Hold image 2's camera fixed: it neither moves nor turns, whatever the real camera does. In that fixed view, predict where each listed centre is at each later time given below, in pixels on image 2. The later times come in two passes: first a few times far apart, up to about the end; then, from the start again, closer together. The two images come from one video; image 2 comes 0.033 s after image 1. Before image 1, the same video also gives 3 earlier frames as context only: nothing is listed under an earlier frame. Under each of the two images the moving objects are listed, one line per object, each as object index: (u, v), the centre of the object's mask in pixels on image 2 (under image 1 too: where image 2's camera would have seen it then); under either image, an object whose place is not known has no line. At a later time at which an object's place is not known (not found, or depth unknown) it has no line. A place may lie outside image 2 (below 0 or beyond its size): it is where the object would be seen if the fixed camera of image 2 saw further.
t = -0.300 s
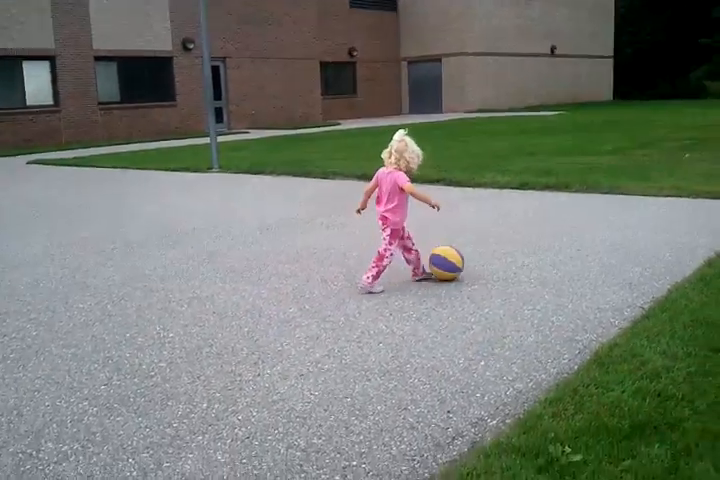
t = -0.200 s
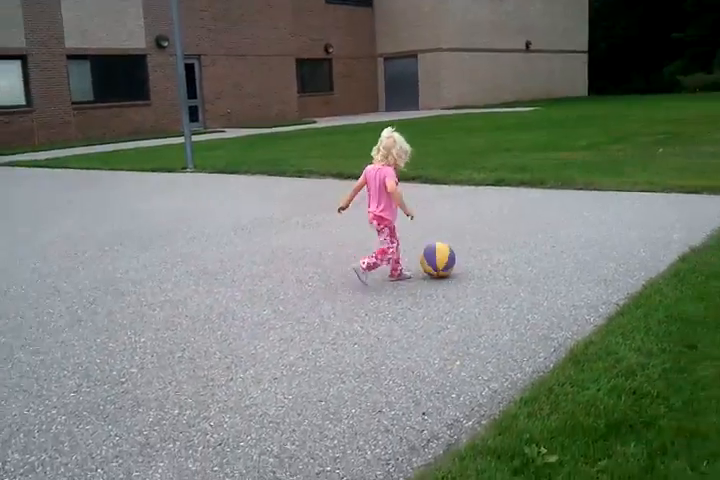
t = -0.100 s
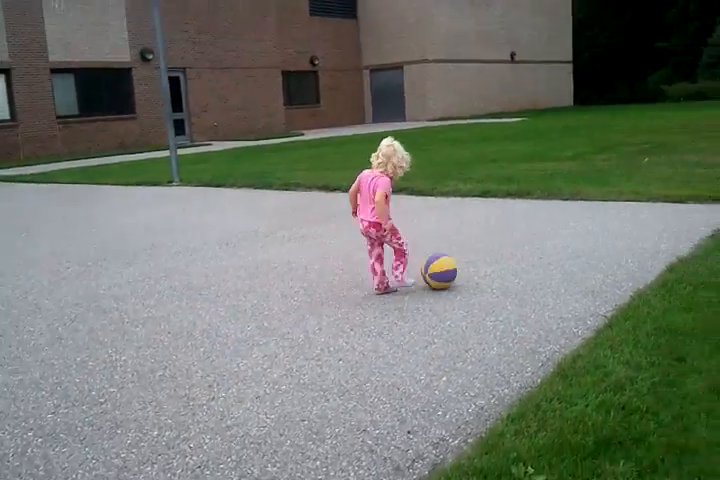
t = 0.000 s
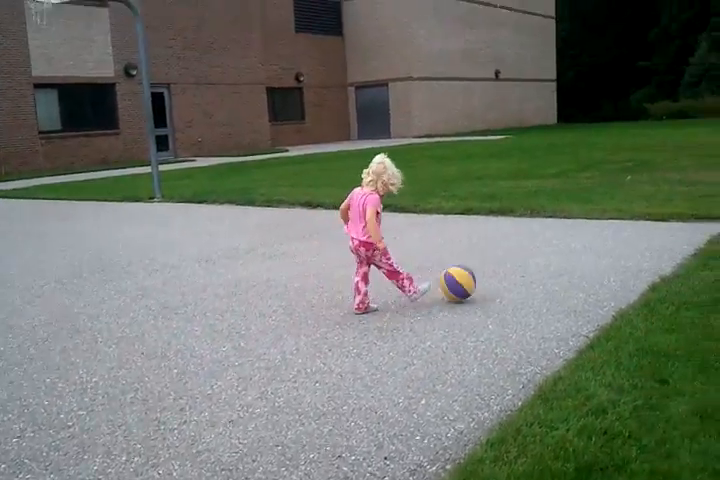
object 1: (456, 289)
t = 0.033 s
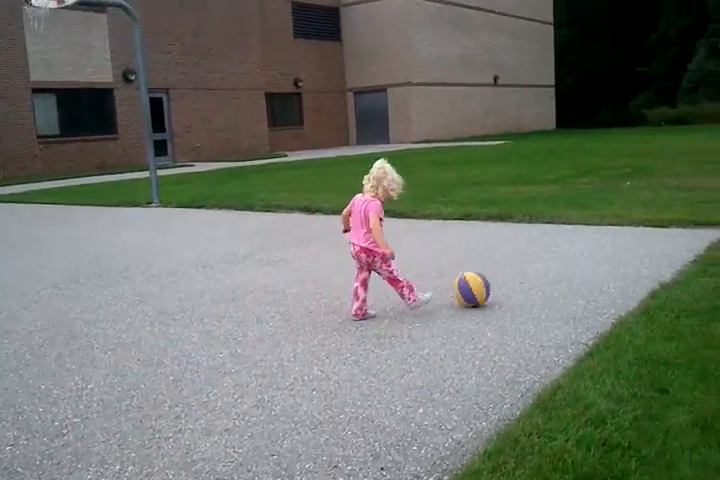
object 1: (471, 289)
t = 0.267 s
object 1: (542, 281)
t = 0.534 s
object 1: (620, 273)
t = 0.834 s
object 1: (700, 259)
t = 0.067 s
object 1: (482, 287)
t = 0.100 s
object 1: (492, 285)
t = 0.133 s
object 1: (502, 284)
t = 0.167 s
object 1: (514, 284)
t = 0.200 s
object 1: (523, 282)
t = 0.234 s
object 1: (532, 280)
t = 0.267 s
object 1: (542, 281)
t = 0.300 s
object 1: (551, 279)
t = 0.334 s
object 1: (562, 278)
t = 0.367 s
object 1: (571, 278)
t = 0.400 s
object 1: (581, 276)
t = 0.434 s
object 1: (591, 276)
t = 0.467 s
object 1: (601, 275)
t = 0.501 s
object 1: (611, 274)
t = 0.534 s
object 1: (620, 273)
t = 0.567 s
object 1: (630, 271)
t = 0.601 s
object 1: (639, 271)
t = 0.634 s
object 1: (648, 270)
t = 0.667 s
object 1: (657, 269)
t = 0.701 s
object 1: (666, 267)
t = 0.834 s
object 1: (700, 259)
